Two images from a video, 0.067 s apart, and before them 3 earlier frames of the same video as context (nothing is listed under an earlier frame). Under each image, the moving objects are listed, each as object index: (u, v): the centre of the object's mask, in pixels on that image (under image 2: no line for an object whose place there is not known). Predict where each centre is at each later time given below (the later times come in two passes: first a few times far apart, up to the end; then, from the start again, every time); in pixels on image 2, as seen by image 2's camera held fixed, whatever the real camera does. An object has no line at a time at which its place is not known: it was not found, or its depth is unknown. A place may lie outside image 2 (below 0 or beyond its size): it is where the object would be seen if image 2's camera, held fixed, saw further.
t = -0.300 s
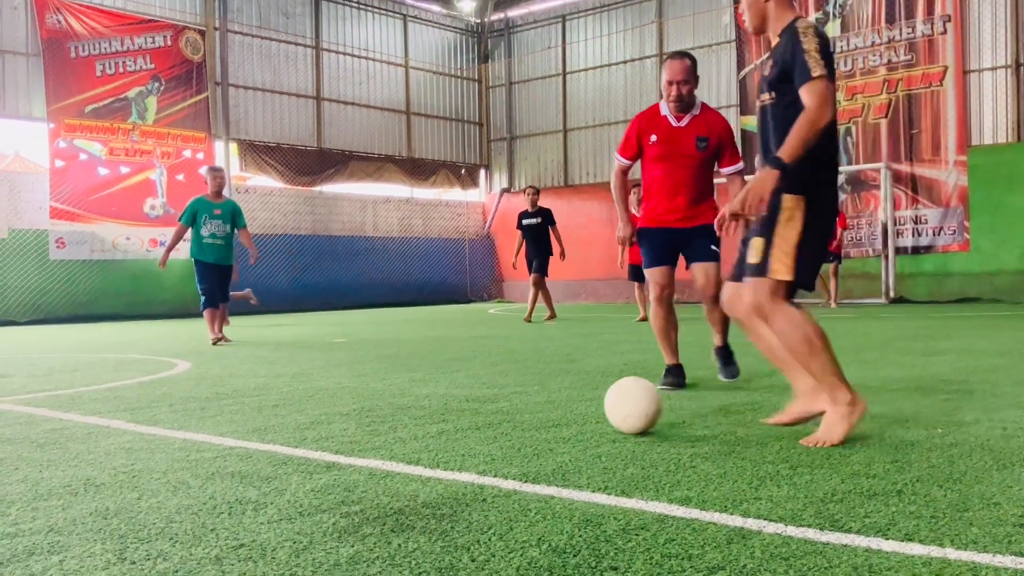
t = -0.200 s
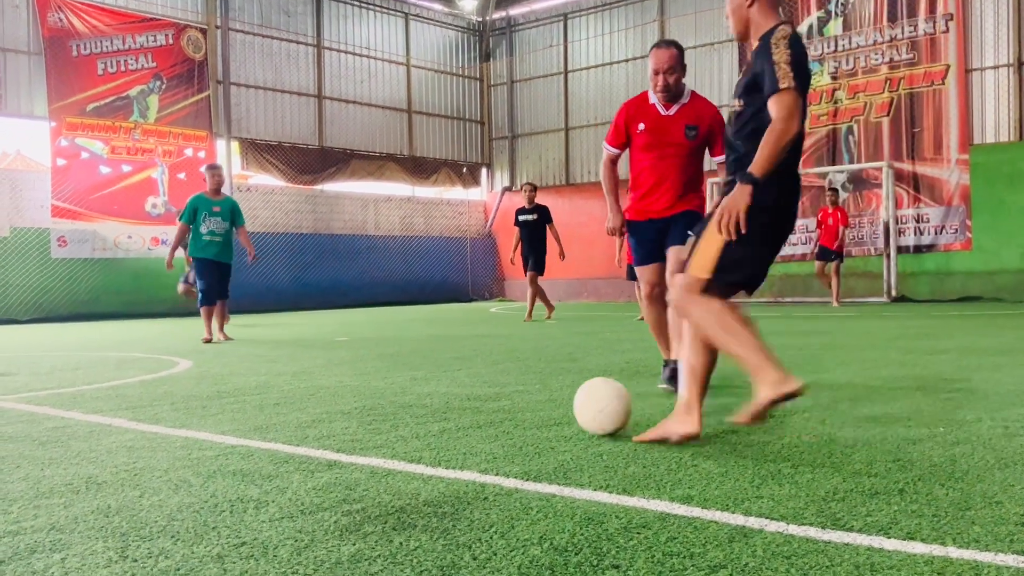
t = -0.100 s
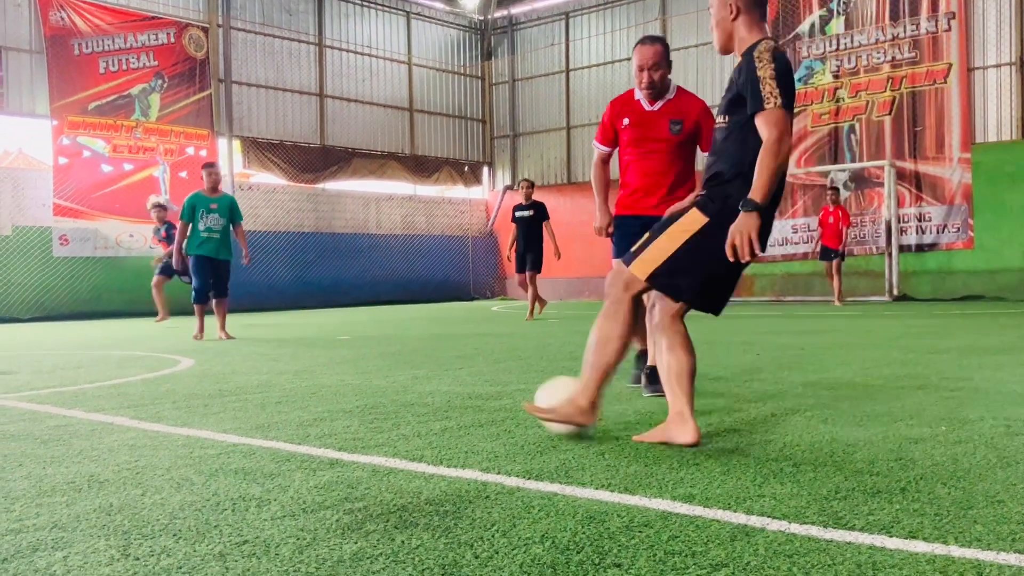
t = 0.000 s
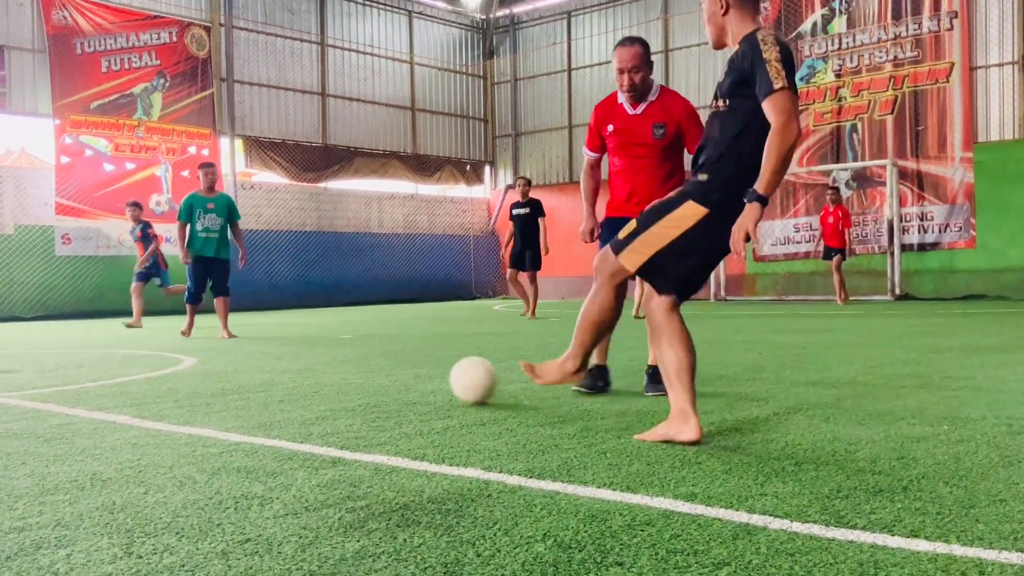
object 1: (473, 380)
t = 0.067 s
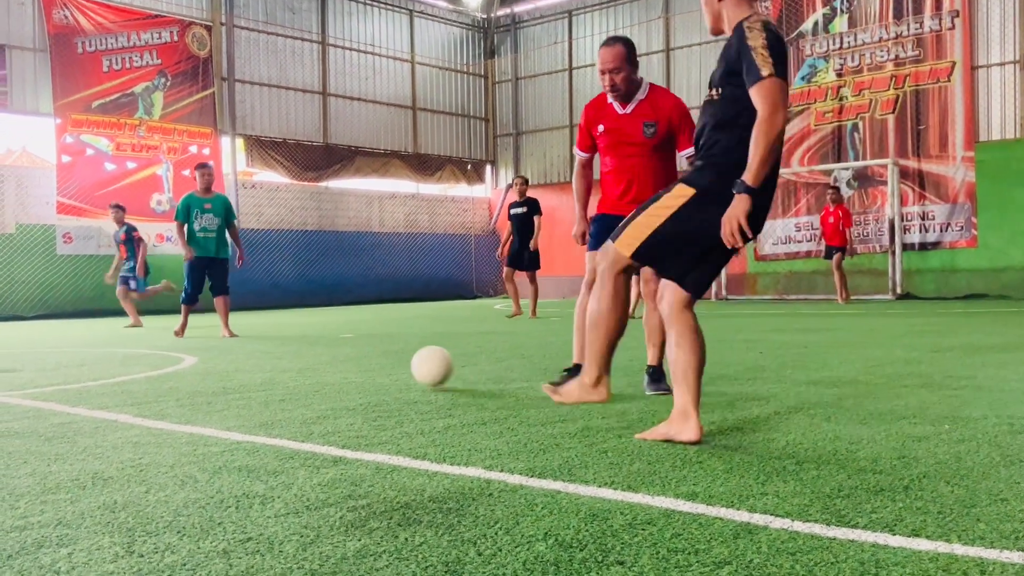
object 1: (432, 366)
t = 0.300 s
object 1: (343, 346)
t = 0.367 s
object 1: (328, 340)
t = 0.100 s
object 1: (414, 364)
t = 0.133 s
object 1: (399, 358)
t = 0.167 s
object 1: (386, 352)
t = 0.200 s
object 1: (374, 348)
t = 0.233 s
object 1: (363, 347)
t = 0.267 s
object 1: (353, 347)
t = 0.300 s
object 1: (343, 346)
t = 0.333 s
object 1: (335, 342)
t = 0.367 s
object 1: (328, 340)
